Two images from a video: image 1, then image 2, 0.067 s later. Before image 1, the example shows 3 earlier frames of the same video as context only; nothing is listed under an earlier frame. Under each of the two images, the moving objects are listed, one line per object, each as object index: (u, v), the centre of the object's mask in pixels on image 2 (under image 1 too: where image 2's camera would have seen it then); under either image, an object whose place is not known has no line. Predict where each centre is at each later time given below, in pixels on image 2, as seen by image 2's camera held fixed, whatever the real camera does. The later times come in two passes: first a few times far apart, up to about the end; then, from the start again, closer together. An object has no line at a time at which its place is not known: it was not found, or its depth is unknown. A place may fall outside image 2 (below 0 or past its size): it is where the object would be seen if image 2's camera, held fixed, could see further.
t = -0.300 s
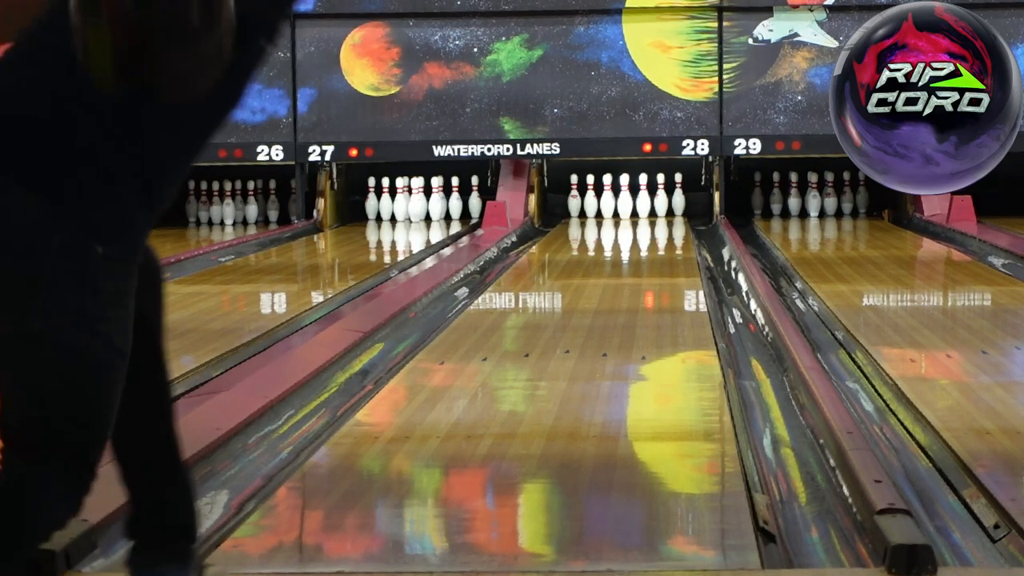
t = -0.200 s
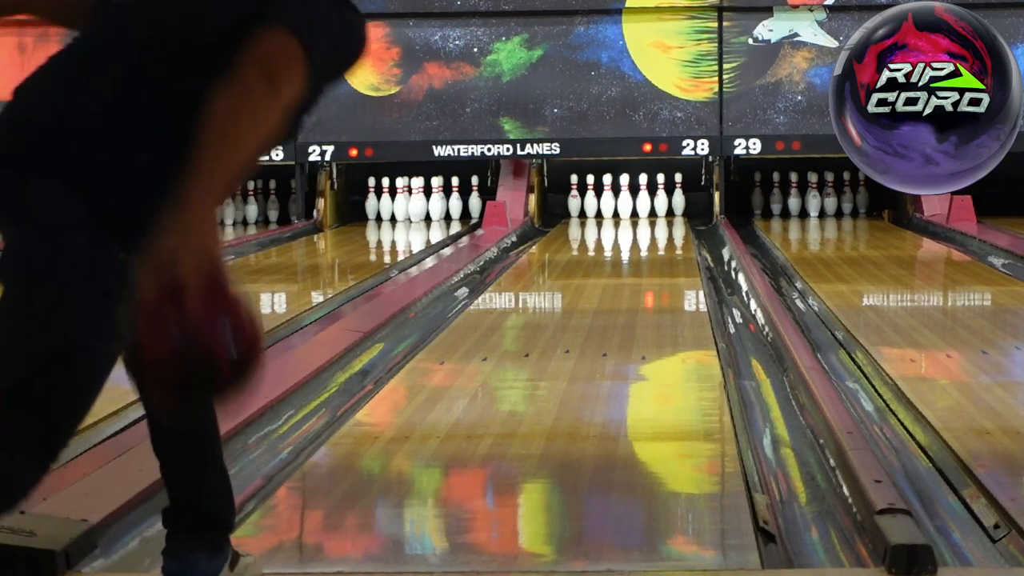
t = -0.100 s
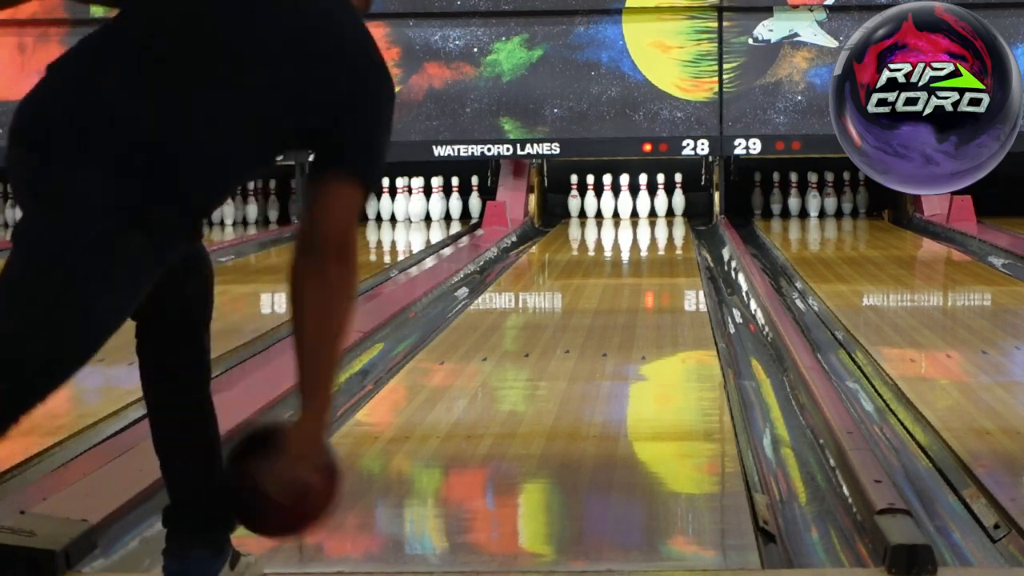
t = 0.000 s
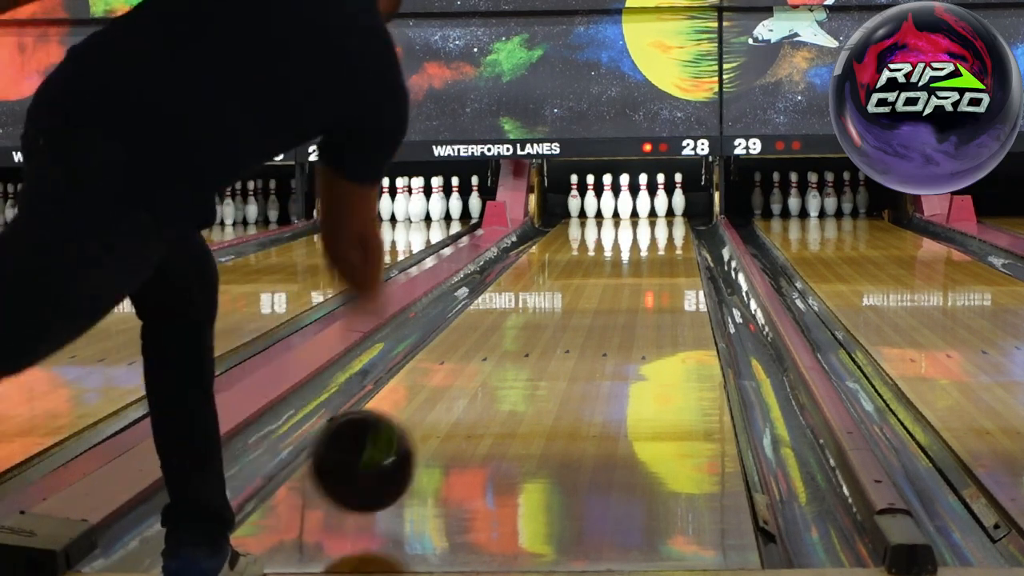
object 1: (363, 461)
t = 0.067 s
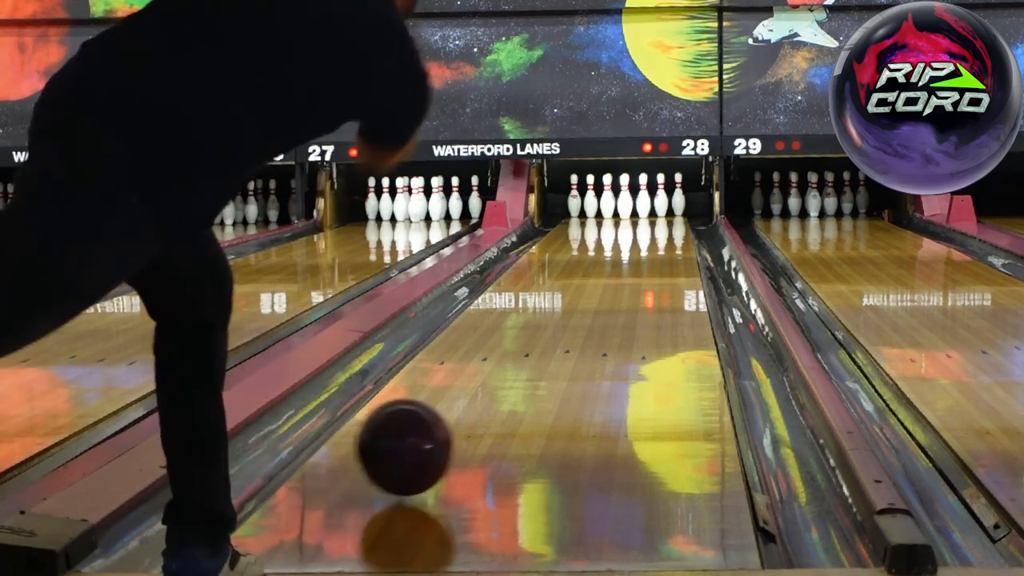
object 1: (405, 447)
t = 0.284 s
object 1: (503, 379)
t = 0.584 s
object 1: (585, 319)
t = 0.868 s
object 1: (632, 285)
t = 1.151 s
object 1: (664, 260)
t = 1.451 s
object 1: (683, 241)
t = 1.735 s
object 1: (687, 229)
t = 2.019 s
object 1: (675, 220)
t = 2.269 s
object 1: (660, 213)
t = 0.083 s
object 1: (414, 444)
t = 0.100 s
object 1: (423, 435)
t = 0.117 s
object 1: (432, 429)
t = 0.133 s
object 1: (440, 424)
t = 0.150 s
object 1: (448, 419)
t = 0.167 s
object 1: (456, 413)
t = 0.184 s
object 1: (463, 408)
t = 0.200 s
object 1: (471, 402)
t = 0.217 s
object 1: (477, 398)
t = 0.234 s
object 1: (484, 393)
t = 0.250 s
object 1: (491, 389)
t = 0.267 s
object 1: (497, 384)
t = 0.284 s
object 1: (503, 379)
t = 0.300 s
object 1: (509, 375)
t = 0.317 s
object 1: (515, 371)
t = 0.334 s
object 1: (520, 366)
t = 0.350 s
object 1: (525, 363)
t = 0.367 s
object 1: (530, 359)
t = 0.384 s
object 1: (535, 356)
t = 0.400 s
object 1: (540, 353)
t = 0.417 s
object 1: (545, 348)
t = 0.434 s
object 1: (549, 345)
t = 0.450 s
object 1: (552, 343)
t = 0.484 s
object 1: (563, 336)
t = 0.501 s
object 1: (566, 333)
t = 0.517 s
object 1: (570, 330)
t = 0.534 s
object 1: (574, 327)
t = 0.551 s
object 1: (578, 325)
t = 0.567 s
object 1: (581, 322)
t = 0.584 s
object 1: (585, 319)
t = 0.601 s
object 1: (588, 317)
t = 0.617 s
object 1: (591, 315)
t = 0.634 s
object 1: (595, 312)
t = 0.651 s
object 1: (598, 311)
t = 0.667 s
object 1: (601, 309)
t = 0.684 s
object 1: (604, 306)
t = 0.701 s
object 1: (607, 304)
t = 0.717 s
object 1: (610, 302)
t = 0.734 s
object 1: (612, 300)
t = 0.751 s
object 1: (615, 298)
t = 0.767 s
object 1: (618, 296)
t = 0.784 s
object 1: (620, 294)
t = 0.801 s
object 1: (623, 292)
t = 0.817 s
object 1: (625, 291)
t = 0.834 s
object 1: (628, 289)
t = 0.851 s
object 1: (630, 287)
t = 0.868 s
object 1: (632, 285)
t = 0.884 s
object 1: (635, 283)
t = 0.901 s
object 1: (637, 282)
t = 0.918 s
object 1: (639, 280)
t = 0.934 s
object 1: (641, 279)
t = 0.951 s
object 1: (643, 277)
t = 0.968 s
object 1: (645, 275)
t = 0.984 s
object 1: (647, 274)
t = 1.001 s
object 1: (649, 272)
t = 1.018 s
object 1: (650, 271)
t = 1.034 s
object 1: (652, 269)
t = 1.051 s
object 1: (655, 268)
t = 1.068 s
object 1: (656, 267)
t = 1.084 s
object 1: (658, 265)
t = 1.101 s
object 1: (659, 264)
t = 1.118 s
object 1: (661, 263)
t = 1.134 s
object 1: (663, 261)
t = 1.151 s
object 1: (664, 260)
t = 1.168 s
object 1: (665, 259)
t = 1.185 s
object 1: (667, 258)
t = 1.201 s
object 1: (668, 256)
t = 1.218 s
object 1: (669, 255)
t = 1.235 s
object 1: (671, 254)
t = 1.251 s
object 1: (672, 253)
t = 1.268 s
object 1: (673, 252)
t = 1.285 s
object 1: (674, 251)
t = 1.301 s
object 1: (675, 250)
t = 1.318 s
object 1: (676, 249)
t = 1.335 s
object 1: (678, 248)
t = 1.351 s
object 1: (678, 247)
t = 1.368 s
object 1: (679, 246)
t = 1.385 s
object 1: (680, 245)
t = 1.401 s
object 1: (681, 244)
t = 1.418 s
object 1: (682, 243)
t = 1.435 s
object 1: (682, 242)
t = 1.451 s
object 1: (683, 241)
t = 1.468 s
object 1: (684, 240)
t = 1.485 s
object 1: (685, 240)
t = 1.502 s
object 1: (685, 238)
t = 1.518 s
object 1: (686, 238)
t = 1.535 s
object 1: (686, 236)
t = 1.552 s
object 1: (686, 236)
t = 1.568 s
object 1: (686, 235)
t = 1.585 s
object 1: (686, 234)
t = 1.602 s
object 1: (687, 234)
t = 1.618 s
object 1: (687, 233)
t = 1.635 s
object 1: (687, 232)
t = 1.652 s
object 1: (687, 232)
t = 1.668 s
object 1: (687, 231)
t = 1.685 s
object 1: (687, 231)
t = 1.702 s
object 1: (687, 230)
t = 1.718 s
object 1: (687, 229)
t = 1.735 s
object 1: (687, 229)
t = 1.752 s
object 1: (687, 228)
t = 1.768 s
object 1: (687, 228)
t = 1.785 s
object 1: (686, 227)
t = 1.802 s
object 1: (686, 226)
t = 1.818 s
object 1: (685, 226)
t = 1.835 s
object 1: (685, 226)
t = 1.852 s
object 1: (684, 225)
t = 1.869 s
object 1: (683, 224)
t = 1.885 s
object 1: (682, 224)
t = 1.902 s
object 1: (681, 223)
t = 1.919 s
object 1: (681, 223)
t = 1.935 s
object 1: (680, 222)
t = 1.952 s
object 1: (680, 222)
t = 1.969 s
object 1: (679, 222)
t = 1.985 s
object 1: (678, 221)
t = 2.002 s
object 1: (677, 221)
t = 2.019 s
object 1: (675, 220)
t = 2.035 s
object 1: (674, 220)
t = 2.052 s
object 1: (673, 219)
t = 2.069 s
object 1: (672, 219)
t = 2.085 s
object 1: (671, 218)
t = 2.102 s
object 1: (670, 218)
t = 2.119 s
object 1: (669, 217)
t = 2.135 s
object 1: (668, 217)
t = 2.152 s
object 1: (667, 216)
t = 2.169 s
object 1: (666, 216)
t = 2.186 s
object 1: (665, 215)
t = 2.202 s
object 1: (664, 215)
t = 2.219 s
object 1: (663, 215)
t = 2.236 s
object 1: (661, 214)
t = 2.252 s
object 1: (661, 214)
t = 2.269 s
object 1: (660, 213)
